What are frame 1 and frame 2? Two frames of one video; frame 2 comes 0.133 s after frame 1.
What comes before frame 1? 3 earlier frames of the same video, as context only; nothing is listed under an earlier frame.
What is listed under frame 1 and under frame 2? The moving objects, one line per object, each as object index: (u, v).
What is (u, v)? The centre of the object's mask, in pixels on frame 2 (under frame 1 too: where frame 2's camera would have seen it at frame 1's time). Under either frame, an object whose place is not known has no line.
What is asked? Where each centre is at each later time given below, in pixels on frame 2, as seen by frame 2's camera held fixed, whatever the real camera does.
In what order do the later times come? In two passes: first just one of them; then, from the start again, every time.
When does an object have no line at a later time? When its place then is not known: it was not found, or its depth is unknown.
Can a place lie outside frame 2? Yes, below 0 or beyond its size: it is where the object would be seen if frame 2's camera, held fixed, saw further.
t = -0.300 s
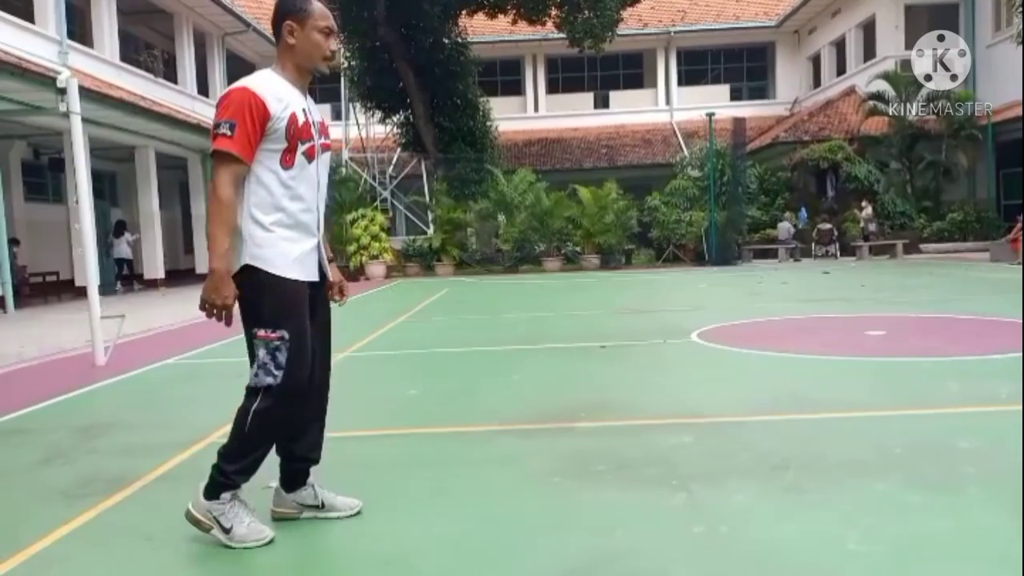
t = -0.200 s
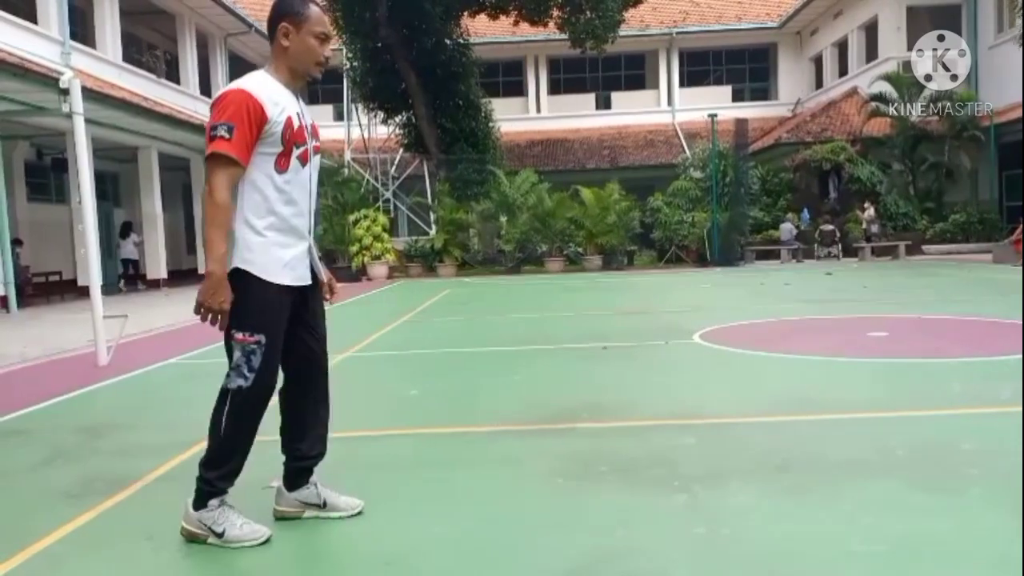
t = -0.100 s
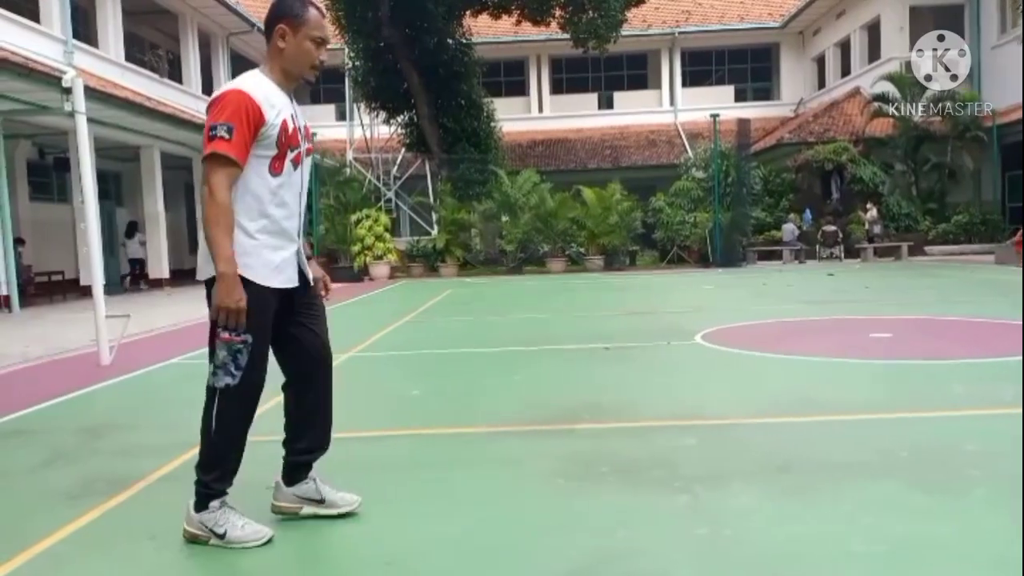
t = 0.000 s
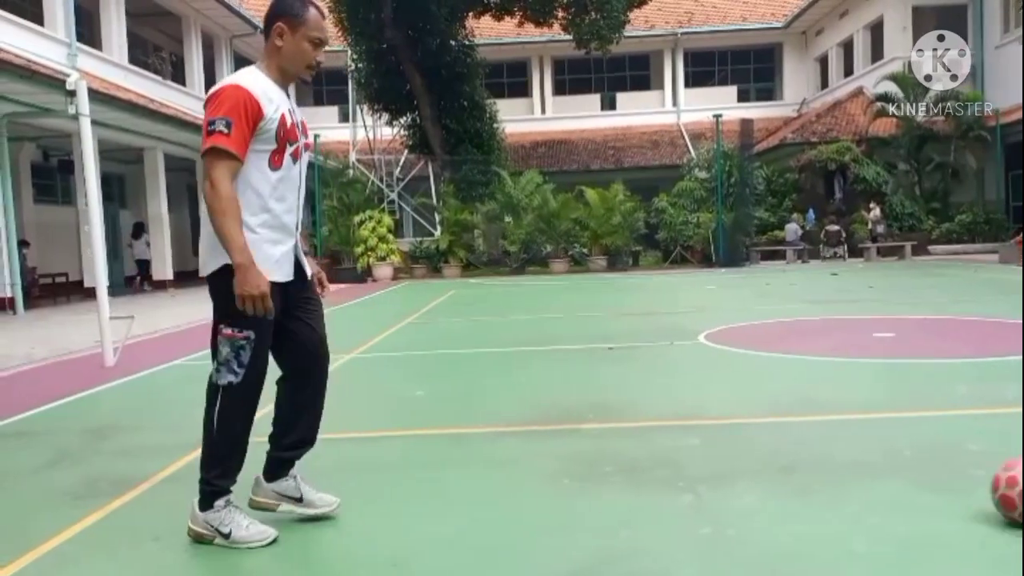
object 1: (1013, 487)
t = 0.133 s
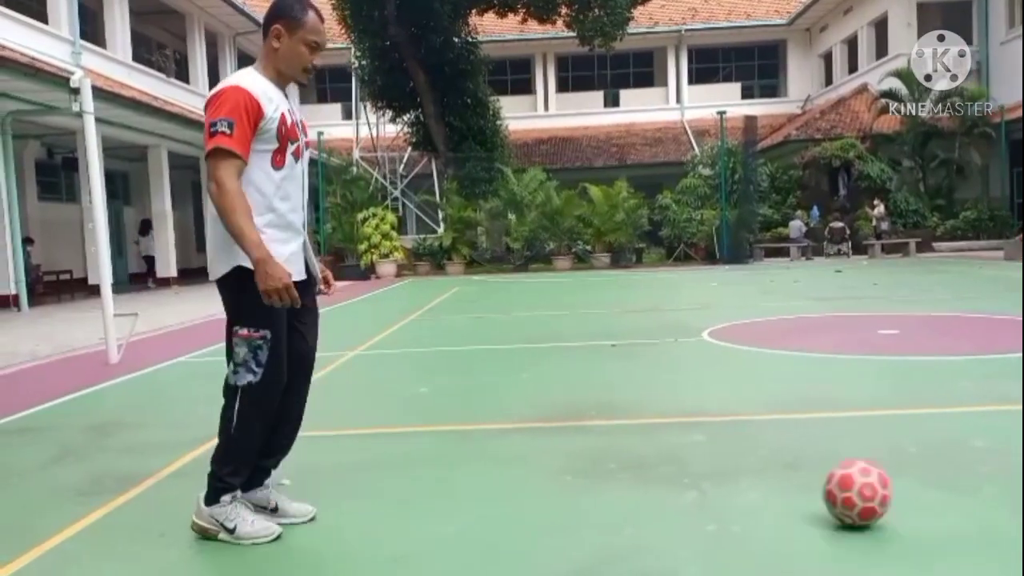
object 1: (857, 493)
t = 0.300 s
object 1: (646, 498)
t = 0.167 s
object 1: (815, 494)
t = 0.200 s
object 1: (772, 495)
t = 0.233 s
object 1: (730, 496)
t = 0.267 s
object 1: (688, 498)
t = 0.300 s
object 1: (646, 498)
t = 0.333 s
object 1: (605, 500)
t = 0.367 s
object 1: (564, 499)
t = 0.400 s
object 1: (524, 500)
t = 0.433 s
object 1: (485, 500)
